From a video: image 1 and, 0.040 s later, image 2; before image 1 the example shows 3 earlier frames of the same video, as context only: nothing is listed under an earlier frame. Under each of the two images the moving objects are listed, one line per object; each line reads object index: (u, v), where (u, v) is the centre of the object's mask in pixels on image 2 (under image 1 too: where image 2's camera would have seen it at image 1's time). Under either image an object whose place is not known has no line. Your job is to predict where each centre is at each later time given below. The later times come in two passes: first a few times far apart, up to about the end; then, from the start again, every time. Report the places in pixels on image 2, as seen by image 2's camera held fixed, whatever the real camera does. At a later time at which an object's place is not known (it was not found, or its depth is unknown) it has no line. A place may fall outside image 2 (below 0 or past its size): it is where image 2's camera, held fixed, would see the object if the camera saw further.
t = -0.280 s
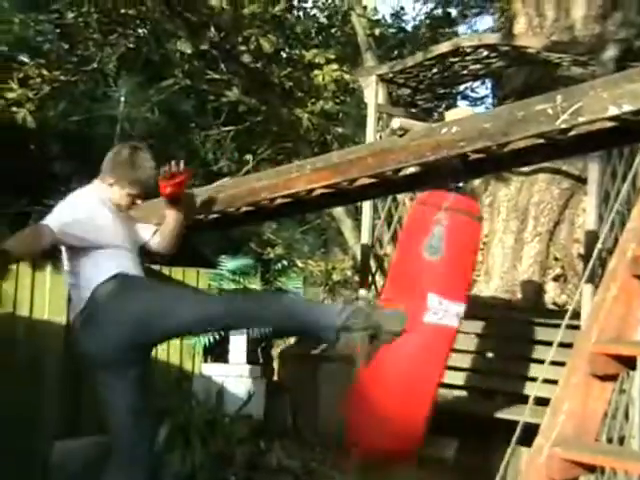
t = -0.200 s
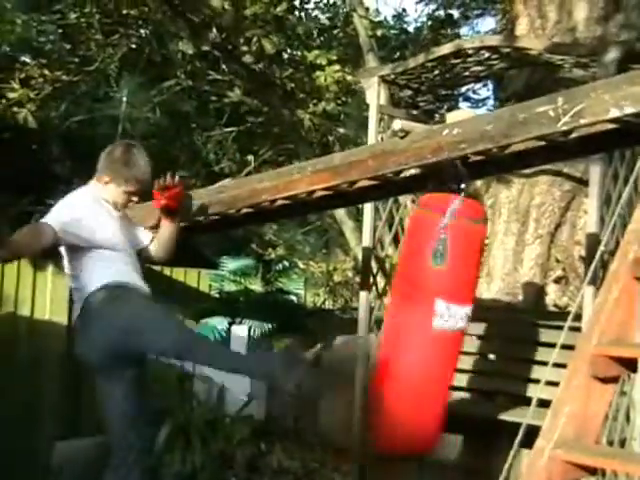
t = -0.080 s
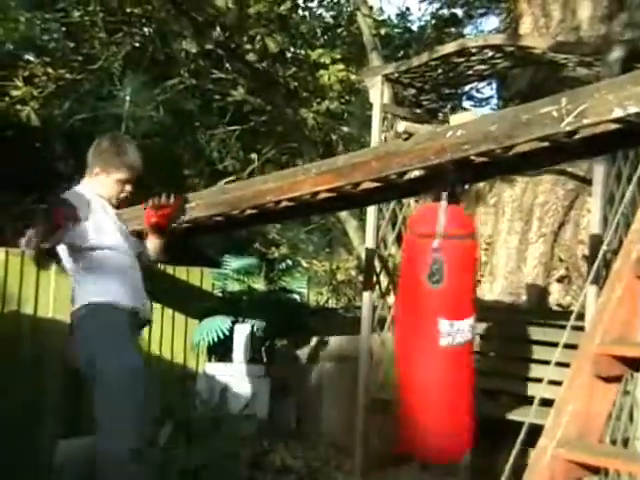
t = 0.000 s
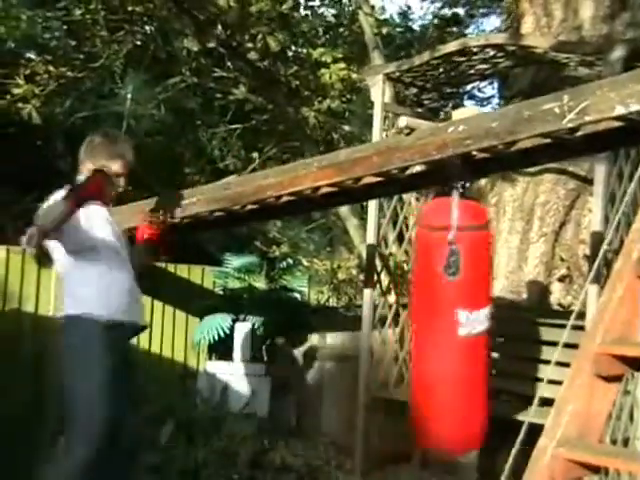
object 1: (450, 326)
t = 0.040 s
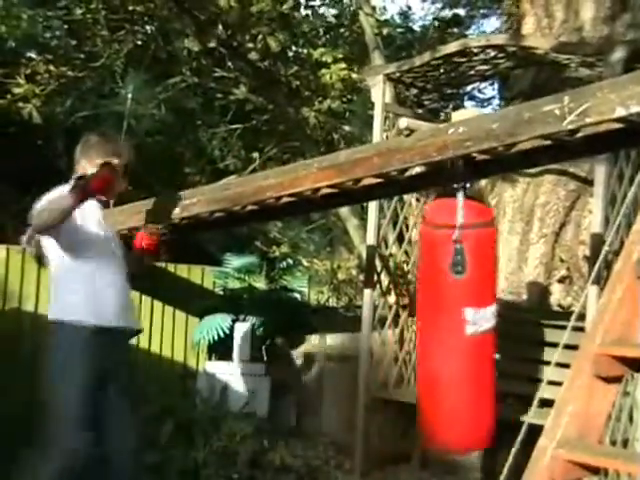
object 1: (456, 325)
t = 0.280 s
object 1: (481, 332)
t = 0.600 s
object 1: (480, 340)
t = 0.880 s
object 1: (438, 342)
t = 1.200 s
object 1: (388, 339)
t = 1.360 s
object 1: (381, 340)
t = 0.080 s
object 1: (462, 327)
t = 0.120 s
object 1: (466, 329)
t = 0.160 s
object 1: (469, 330)
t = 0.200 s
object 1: (474, 329)
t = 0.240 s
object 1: (478, 330)
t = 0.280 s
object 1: (481, 332)
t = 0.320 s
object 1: (484, 335)
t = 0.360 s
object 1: (485, 335)
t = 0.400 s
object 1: (483, 329)
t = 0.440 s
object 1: (484, 331)
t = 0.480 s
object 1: (483, 331)
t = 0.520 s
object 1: (482, 332)
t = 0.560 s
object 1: (480, 333)
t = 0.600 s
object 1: (480, 340)
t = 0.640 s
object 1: (475, 337)
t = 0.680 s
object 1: (470, 339)
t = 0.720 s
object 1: (465, 341)
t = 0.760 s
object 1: (459, 343)
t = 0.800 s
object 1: (453, 343)
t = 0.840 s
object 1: (446, 343)
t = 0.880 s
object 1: (438, 342)
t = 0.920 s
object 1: (431, 341)
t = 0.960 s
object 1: (423, 341)
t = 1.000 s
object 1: (416, 339)
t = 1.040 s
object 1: (409, 340)
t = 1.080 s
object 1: (403, 339)
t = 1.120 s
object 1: (397, 339)
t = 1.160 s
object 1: (392, 339)
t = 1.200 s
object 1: (388, 339)
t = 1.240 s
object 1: (385, 338)
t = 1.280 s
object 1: (383, 338)
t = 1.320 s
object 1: (382, 339)
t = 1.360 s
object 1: (381, 340)
